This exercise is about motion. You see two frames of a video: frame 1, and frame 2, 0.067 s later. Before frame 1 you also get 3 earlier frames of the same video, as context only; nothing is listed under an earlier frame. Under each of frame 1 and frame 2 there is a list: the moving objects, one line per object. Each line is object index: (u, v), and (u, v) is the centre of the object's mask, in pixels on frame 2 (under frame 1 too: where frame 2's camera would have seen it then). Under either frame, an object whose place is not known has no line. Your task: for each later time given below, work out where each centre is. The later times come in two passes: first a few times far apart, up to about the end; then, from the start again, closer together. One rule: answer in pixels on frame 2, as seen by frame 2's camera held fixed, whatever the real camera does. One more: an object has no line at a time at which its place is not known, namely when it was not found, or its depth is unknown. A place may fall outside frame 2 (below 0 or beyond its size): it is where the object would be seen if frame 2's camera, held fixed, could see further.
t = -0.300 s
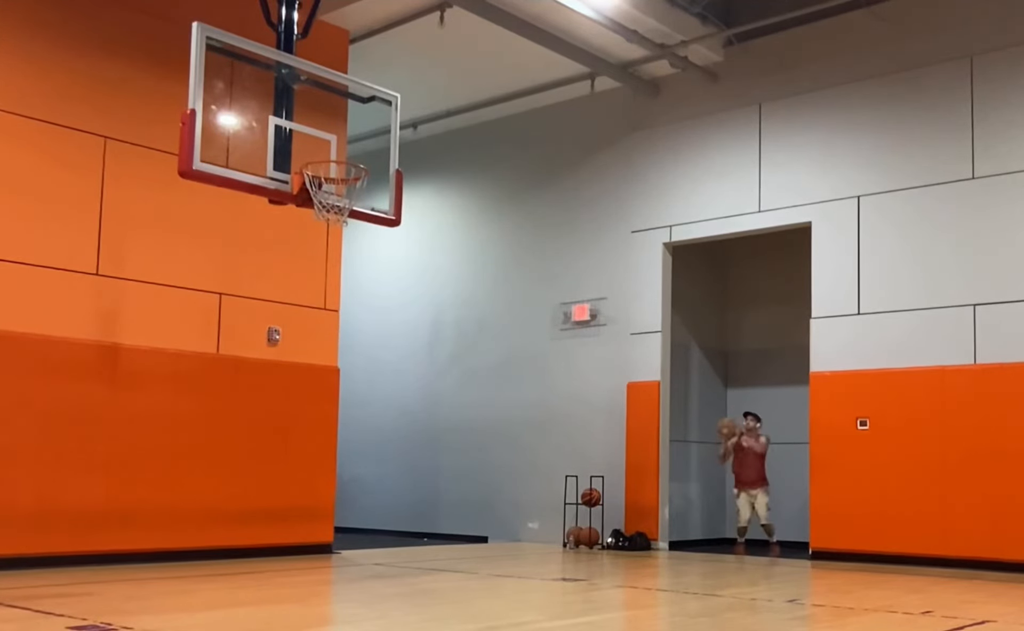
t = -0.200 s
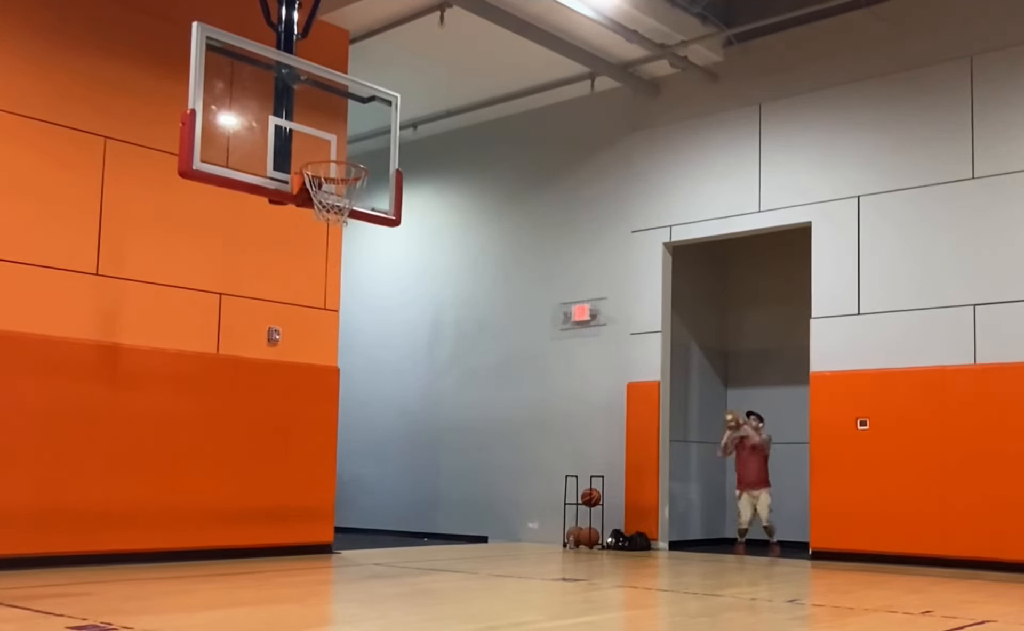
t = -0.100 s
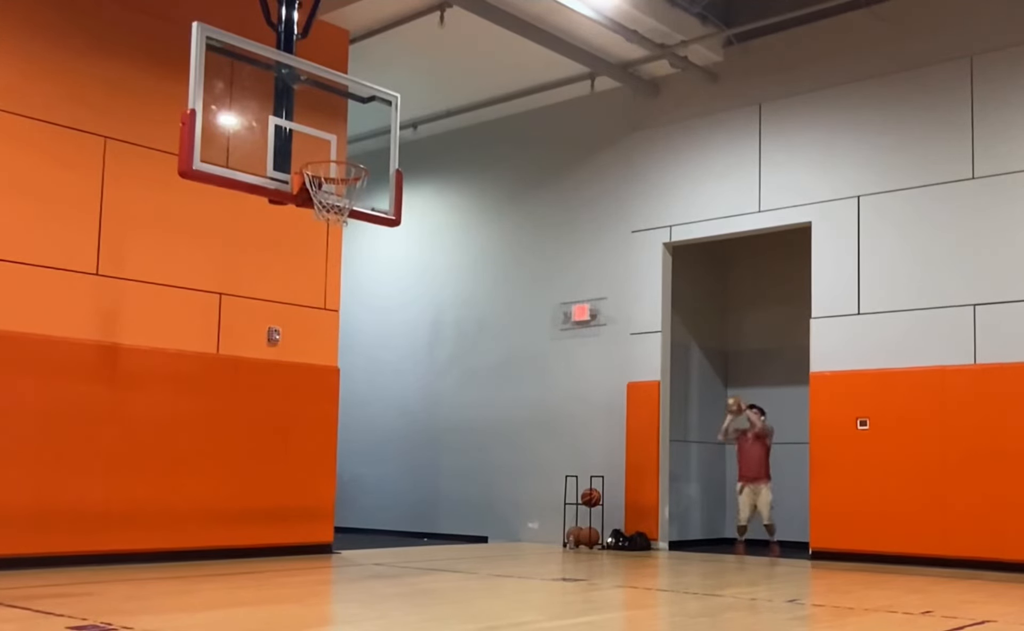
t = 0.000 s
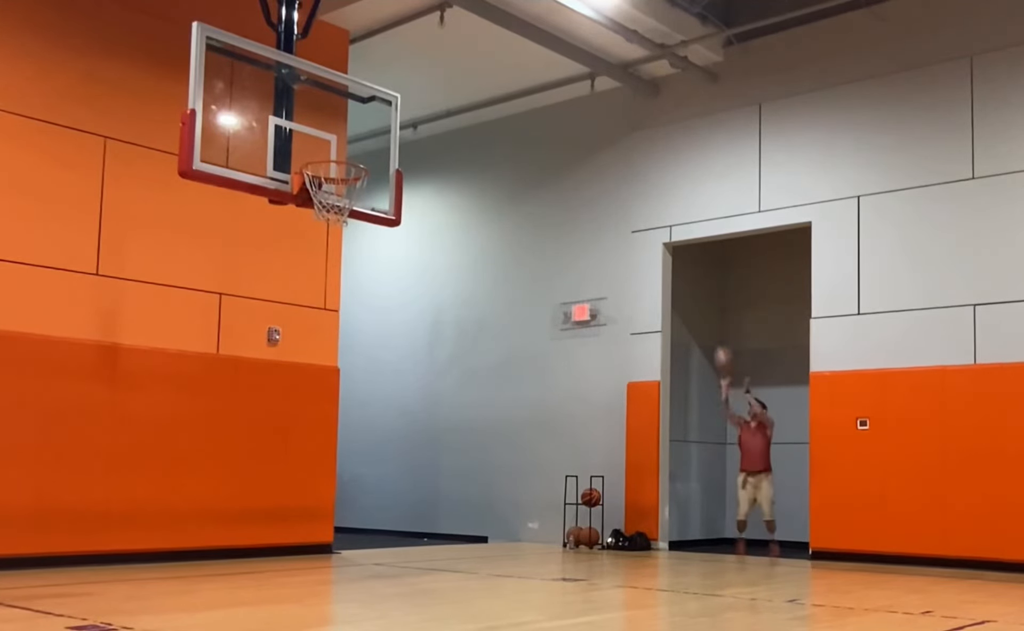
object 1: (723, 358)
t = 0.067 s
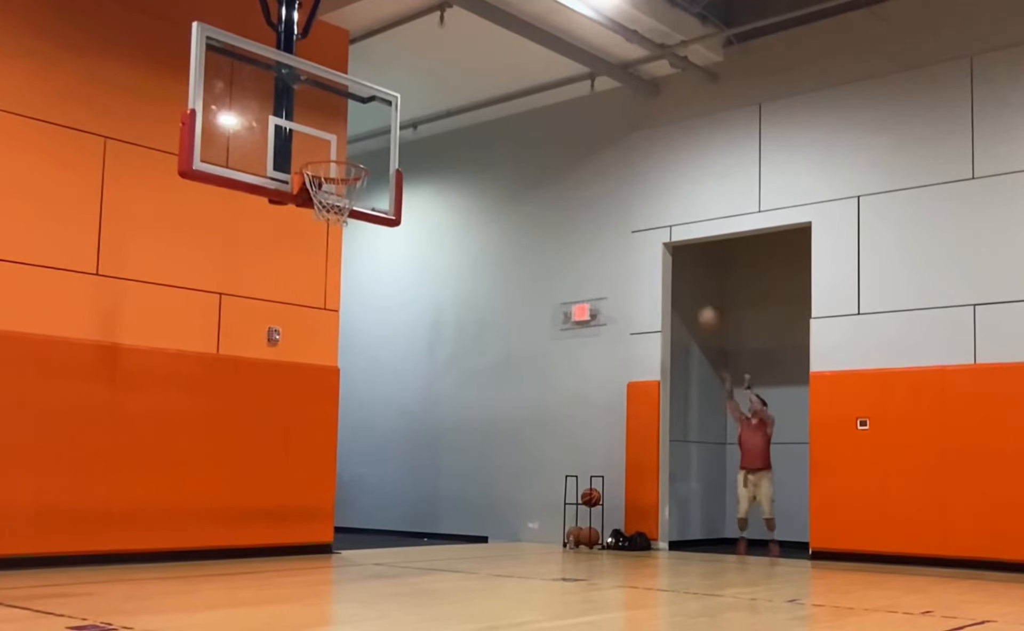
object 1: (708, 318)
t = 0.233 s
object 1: (669, 234)
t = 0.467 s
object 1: (607, 140)
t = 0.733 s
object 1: (523, 89)
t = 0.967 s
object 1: (433, 101)
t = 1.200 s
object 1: (318, 184)
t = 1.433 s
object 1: (323, 201)
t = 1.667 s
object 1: (354, 268)
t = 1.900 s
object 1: (379, 402)
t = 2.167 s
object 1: (403, 538)
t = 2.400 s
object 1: (426, 430)
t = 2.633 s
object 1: (447, 394)
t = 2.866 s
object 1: (464, 424)
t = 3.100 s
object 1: (478, 518)
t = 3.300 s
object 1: (492, 520)
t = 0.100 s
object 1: (700, 299)
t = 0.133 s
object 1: (693, 280)
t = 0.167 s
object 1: (685, 263)
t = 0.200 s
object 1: (677, 247)
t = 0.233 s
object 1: (669, 234)
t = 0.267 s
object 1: (661, 217)
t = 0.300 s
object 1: (652, 202)
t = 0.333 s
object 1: (644, 188)
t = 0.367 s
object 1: (635, 175)
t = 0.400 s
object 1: (626, 163)
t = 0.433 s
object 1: (616, 151)
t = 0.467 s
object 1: (607, 140)
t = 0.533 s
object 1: (588, 122)
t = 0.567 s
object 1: (578, 114)
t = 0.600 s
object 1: (568, 107)
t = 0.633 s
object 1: (557, 101)
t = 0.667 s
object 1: (547, 96)
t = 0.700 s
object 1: (535, 92)
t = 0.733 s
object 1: (523, 89)
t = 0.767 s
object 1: (511, 87)
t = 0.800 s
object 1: (500, 86)
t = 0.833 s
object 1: (487, 87)
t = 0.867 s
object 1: (474, 89)
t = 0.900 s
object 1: (460, 92)
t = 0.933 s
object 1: (447, 96)
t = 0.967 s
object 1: (433, 101)
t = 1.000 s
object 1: (419, 108)
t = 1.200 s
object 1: (318, 184)
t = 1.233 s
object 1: (307, 190)
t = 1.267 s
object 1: (306, 185)
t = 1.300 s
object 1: (306, 184)
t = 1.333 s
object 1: (310, 184)
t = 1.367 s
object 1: (314, 188)
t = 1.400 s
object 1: (317, 191)
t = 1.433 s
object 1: (323, 201)
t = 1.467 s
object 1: (328, 204)
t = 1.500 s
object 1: (334, 219)
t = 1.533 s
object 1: (338, 225)
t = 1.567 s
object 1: (341, 231)
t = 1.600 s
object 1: (345, 241)
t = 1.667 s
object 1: (354, 268)
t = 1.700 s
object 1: (357, 284)
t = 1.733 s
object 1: (361, 300)
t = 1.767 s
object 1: (365, 318)
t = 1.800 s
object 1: (369, 337)
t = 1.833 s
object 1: (373, 357)
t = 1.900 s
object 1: (379, 402)
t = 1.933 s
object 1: (382, 426)
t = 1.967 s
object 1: (385, 452)
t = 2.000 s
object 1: (387, 478)
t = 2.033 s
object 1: (390, 506)
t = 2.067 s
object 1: (394, 536)
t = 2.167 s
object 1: (403, 538)
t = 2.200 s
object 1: (406, 518)
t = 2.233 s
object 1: (410, 499)
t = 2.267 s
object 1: (413, 482)
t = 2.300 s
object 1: (417, 466)
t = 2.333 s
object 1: (419, 453)
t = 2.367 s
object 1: (423, 441)
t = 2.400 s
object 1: (426, 430)
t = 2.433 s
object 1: (430, 420)
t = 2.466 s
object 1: (433, 412)
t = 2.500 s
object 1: (436, 406)
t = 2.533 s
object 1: (439, 401)
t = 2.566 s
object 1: (441, 397)
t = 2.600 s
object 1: (444, 395)
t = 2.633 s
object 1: (447, 394)
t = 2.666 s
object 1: (449, 394)
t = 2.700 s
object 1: (452, 396)
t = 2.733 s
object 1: (454, 399)
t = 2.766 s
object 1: (457, 403)
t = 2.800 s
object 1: (459, 409)
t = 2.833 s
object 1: (461, 416)
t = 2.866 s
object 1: (464, 424)
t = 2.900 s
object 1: (466, 434)
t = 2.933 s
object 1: (468, 445)
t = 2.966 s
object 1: (470, 457)
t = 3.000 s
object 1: (472, 470)
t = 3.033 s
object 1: (474, 485)
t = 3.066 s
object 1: (476, 501)
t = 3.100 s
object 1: (478, 518)
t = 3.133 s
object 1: (480, 537)
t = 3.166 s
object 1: (482, 556)
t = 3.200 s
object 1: (484, 560)
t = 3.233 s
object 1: (486, 546)
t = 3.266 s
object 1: (489, 532)
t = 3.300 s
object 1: (492, 520)
